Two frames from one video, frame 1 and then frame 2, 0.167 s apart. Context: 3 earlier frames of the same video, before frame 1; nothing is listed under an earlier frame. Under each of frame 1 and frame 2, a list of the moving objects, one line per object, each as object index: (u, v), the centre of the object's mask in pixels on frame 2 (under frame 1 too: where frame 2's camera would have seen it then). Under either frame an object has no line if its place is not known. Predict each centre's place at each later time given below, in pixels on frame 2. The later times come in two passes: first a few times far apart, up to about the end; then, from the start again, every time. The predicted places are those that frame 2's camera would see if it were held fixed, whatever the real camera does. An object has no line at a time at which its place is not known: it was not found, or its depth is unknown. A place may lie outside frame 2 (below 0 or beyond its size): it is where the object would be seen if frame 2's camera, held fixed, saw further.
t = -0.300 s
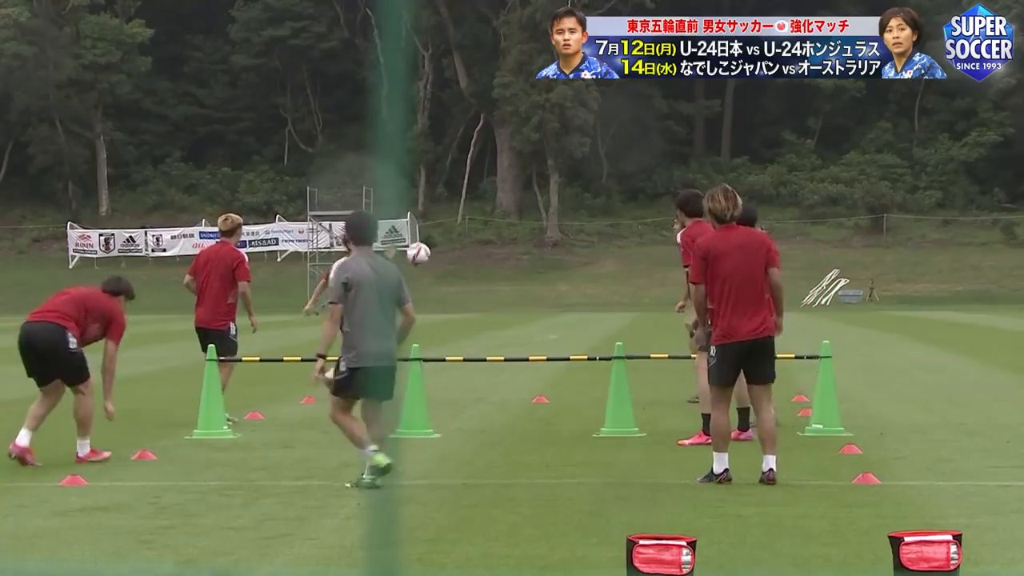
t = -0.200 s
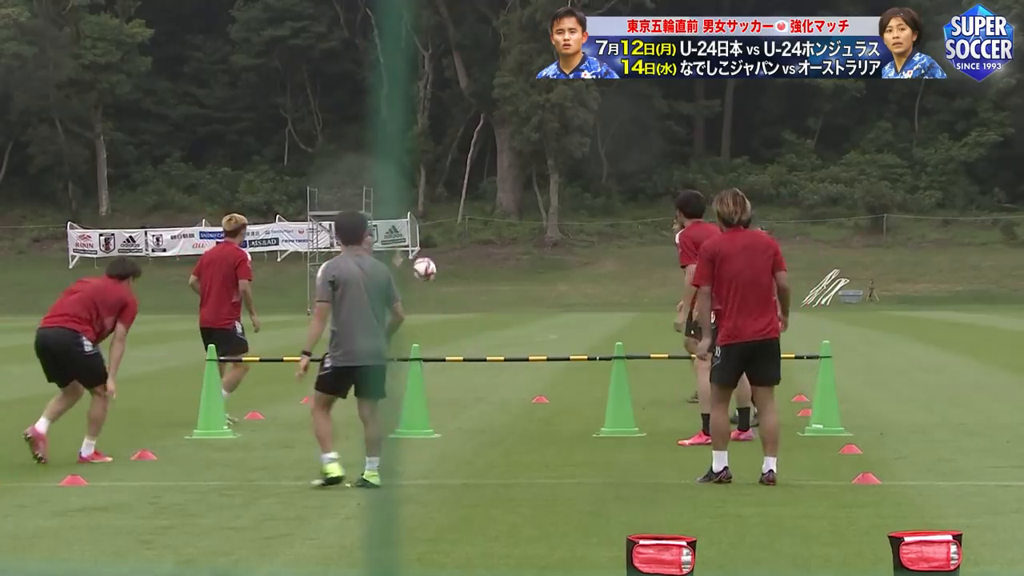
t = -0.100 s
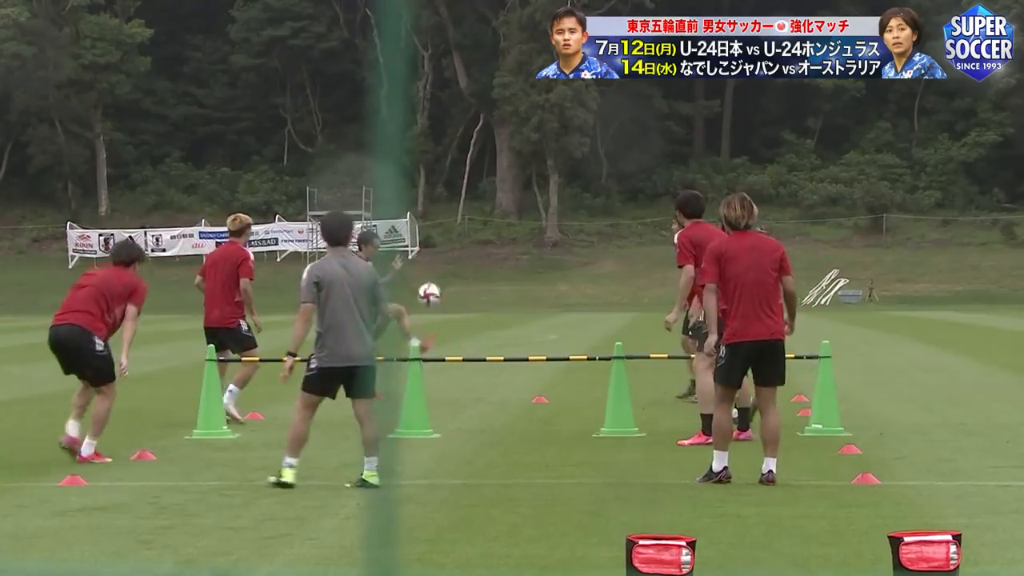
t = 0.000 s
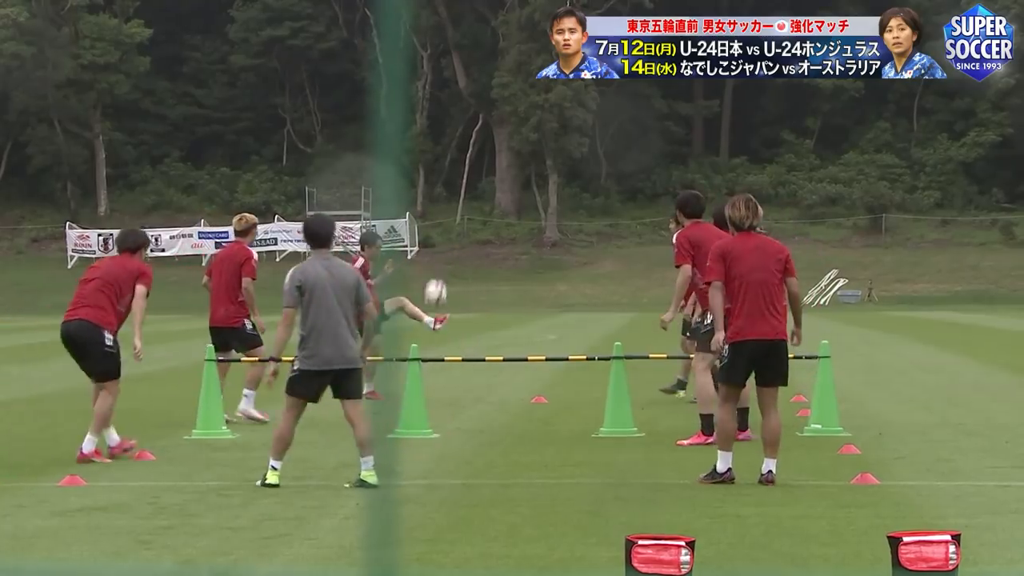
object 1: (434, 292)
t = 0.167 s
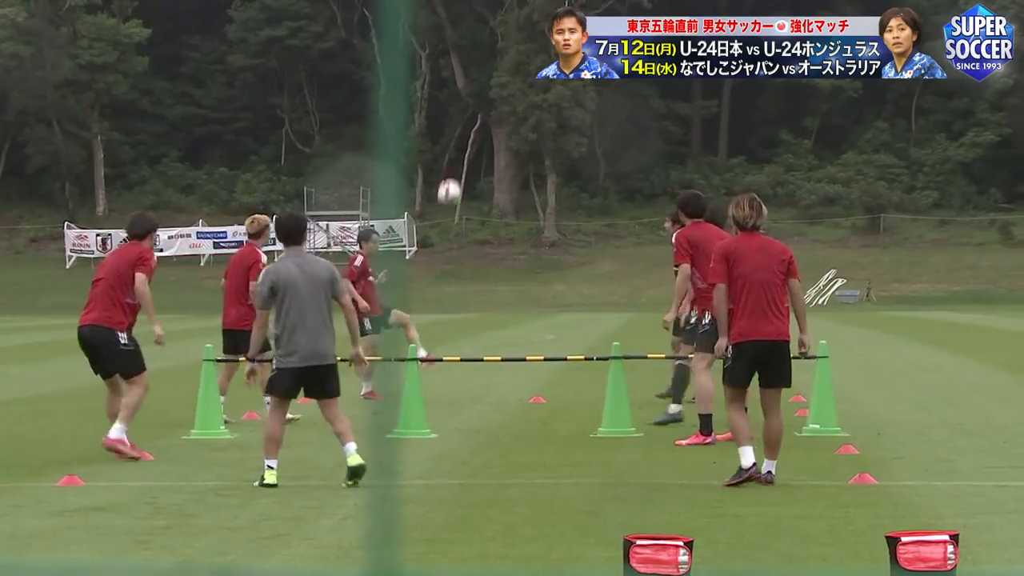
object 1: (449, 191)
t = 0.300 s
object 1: (462, 130)
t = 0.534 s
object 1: (489, 63)
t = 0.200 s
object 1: (452, 175)
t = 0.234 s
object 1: (456, 159)
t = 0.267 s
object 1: (459, 145)
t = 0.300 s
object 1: (462, 130)
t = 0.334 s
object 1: (467, 117)
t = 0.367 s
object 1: (470, 105)
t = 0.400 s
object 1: (474, 95)
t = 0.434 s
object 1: (477, 85)
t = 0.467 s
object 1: (481, 77)
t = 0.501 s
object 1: (485, 70)
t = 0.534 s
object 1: (489, 63)
